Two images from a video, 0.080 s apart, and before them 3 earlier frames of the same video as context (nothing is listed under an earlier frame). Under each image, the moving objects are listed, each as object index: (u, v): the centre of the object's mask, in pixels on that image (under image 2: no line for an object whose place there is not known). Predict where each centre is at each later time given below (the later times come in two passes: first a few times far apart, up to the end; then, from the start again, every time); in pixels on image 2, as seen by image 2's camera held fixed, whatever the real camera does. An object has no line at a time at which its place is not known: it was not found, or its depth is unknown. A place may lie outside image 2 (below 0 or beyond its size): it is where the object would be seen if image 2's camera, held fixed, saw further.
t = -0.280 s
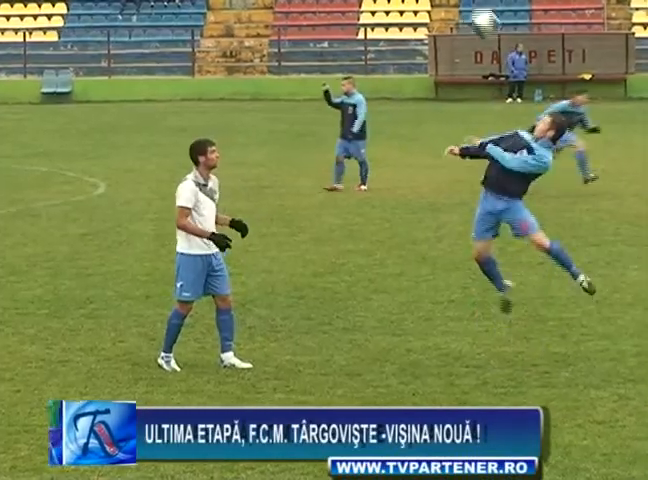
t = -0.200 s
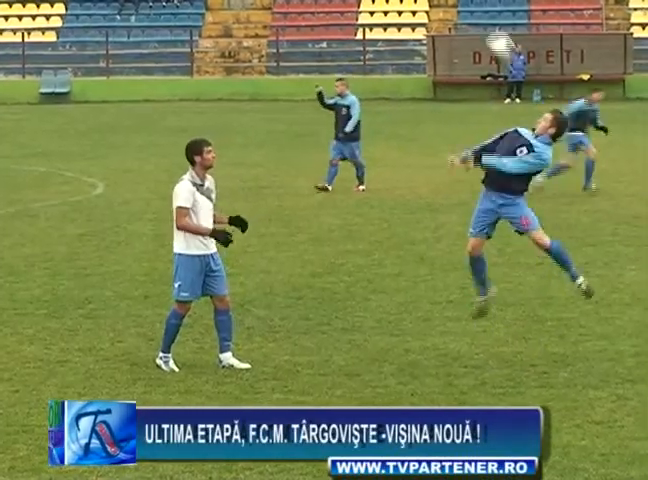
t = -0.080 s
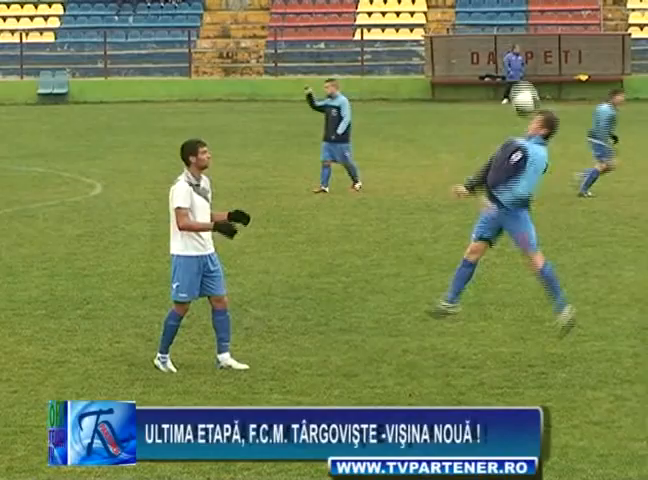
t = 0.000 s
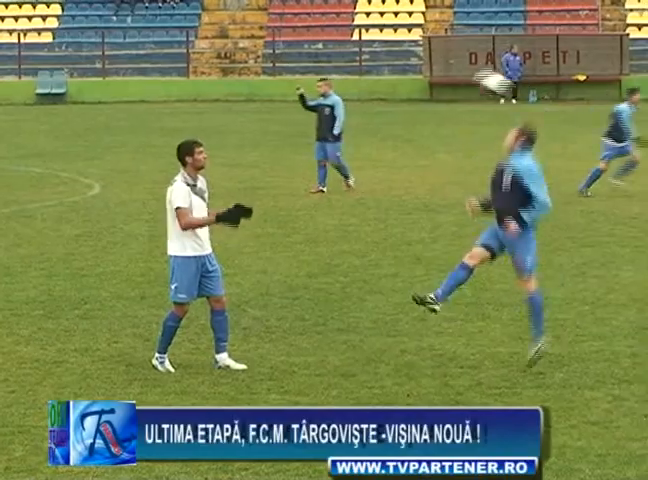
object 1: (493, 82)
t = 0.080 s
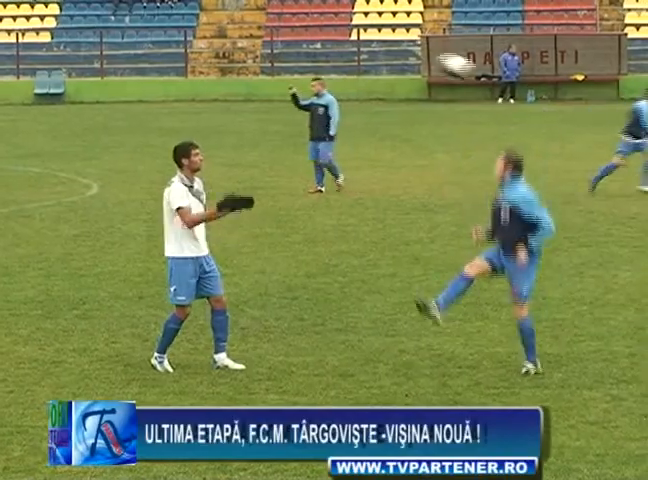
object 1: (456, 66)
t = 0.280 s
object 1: (367, 53)
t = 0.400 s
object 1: (309, 70)
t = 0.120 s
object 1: (437, 59)
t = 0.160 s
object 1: (419, 54)
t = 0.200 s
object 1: (404, 52)
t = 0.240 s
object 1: (384, 53)
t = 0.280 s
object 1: (367, 53)
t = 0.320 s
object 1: (348, 56)
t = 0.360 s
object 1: (327, 63)
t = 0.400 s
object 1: (309, 70)
